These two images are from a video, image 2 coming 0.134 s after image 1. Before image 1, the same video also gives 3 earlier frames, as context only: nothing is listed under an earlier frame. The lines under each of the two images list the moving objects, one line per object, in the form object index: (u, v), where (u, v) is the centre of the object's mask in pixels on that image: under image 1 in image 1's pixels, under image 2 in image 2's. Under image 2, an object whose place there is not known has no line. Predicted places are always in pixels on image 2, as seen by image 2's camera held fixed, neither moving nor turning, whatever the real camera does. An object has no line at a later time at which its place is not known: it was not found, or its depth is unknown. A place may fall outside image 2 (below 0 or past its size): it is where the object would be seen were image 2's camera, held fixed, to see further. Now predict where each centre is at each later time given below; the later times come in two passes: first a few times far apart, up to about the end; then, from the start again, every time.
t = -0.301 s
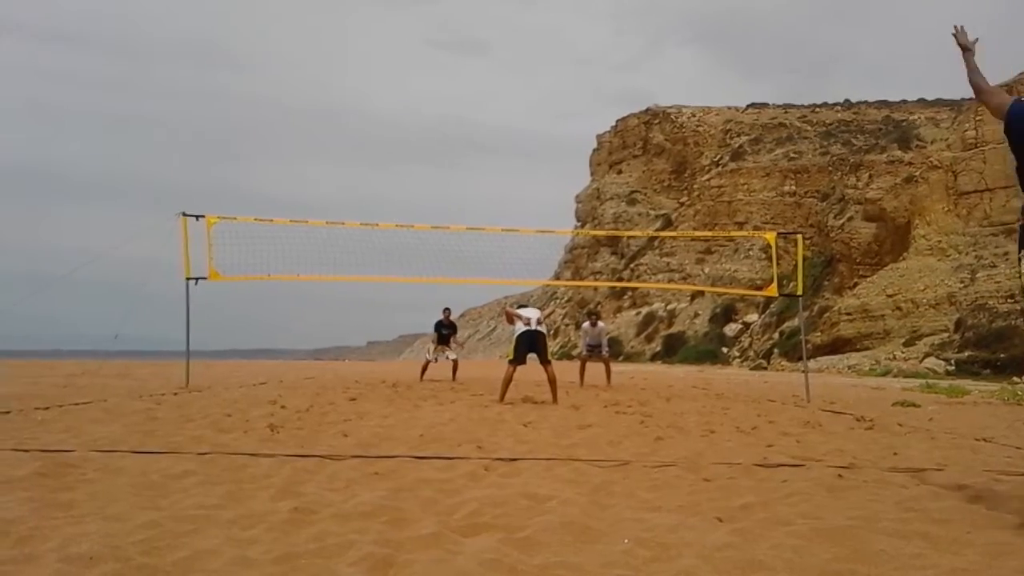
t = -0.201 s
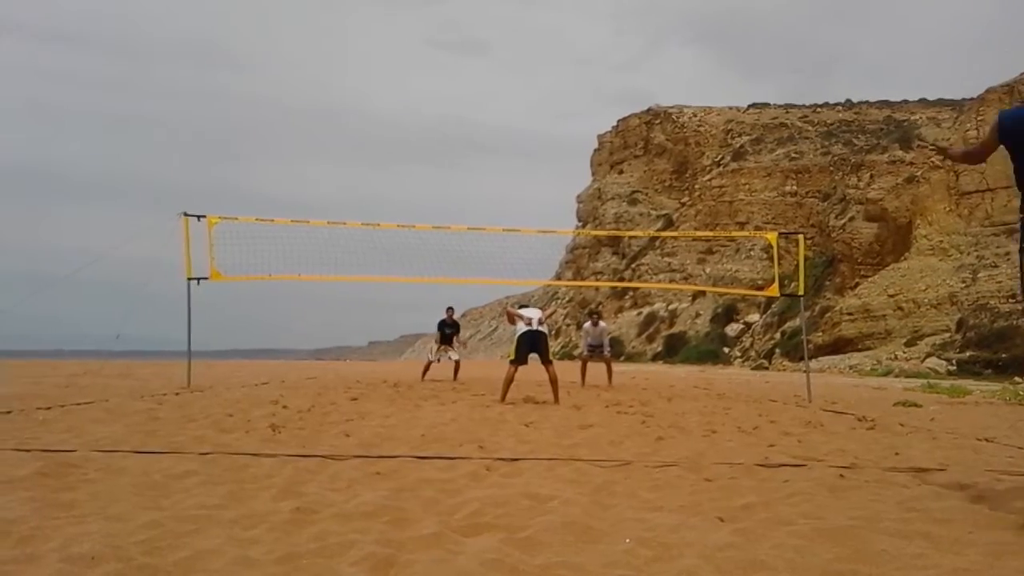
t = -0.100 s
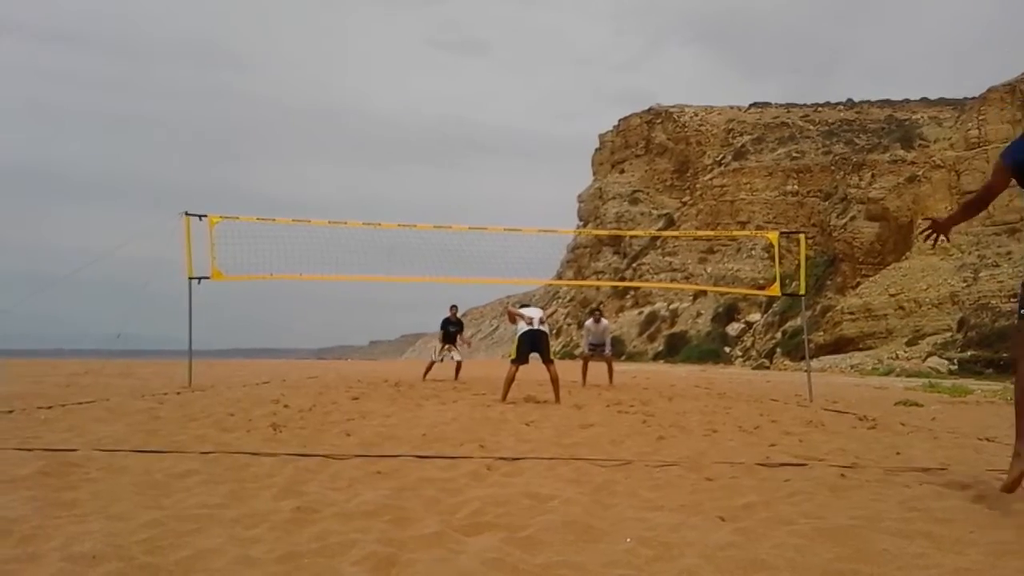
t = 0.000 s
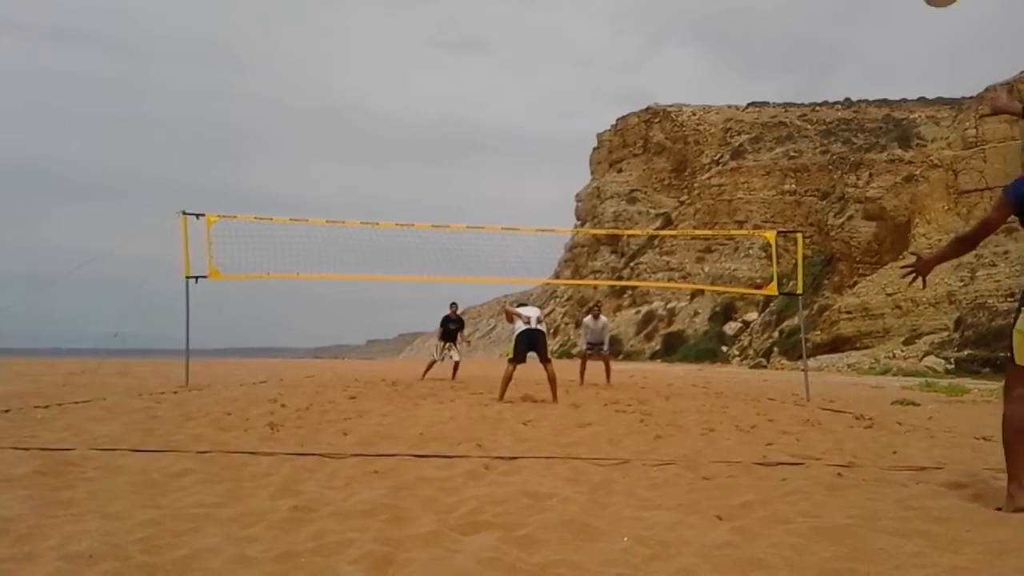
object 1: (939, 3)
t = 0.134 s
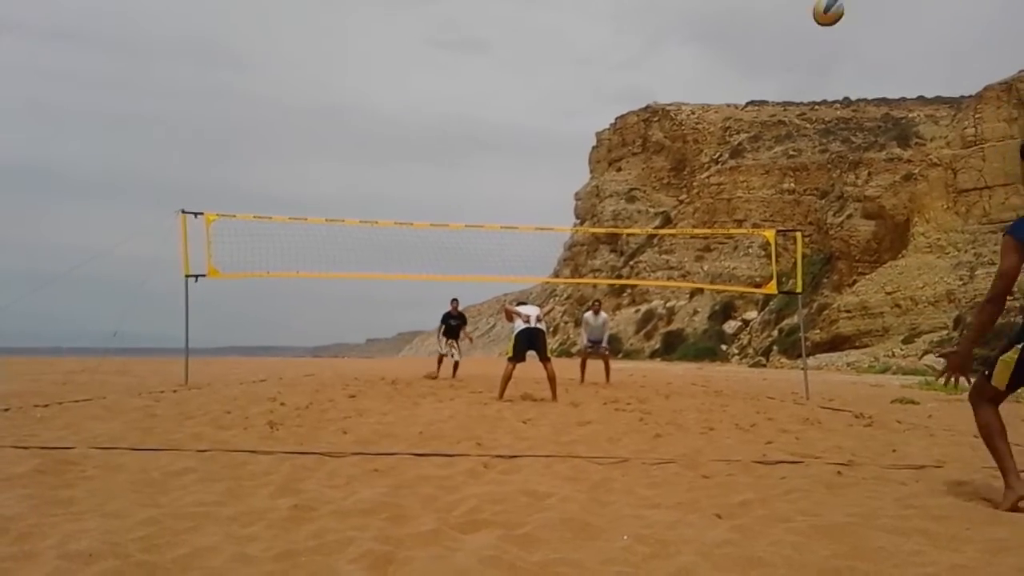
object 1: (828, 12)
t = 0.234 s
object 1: (775, 32)
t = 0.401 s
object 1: (713, 74)
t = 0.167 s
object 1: (809, 18)
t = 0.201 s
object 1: (791, 25)
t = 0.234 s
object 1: (775, 32)
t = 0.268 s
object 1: (760, 40)
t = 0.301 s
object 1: (746, 48)
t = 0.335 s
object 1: (734, 57)
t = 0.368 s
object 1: (723, 65)
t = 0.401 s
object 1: (713, 74)
